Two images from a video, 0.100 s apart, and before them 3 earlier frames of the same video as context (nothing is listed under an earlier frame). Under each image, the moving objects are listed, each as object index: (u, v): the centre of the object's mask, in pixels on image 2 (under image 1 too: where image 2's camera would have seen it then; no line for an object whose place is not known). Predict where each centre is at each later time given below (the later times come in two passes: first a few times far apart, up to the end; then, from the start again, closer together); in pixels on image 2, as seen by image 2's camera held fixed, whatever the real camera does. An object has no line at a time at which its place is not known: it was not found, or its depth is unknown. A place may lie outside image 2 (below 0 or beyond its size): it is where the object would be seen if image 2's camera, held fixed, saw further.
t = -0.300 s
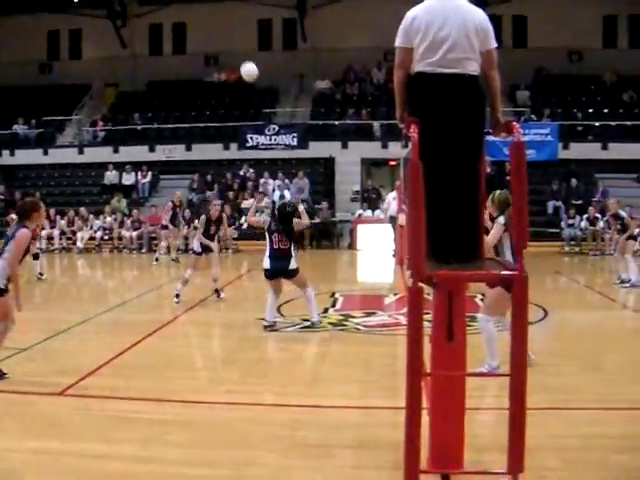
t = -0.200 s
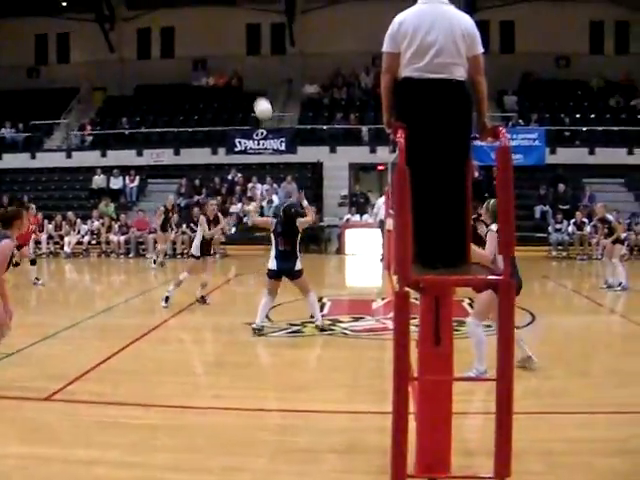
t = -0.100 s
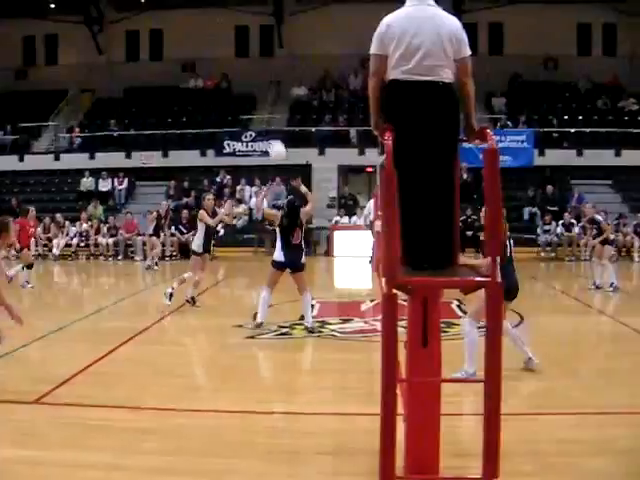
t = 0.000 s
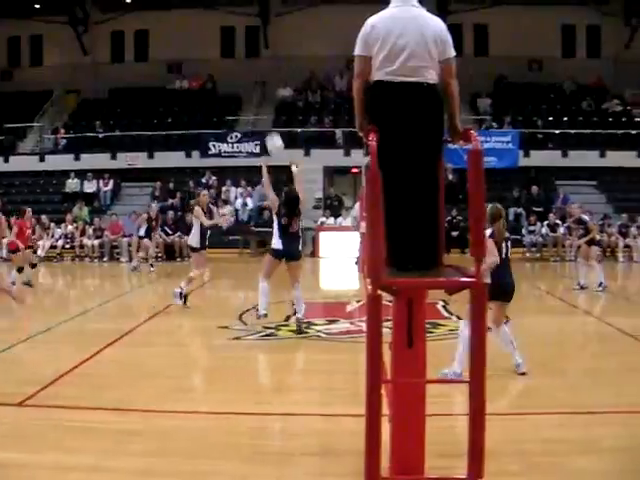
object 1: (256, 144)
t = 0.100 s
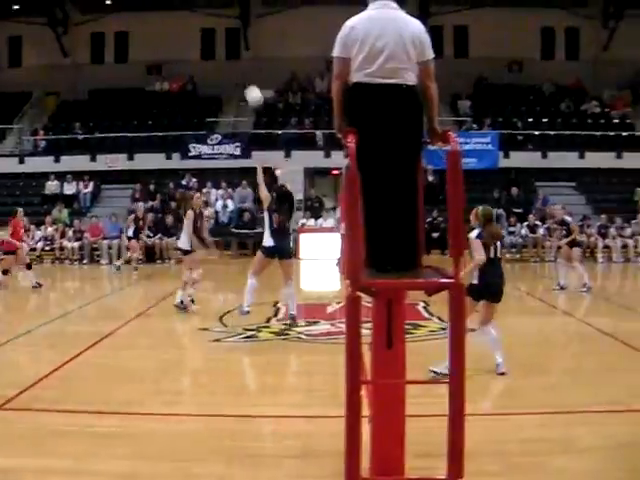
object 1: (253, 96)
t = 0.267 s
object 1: (249, 41)
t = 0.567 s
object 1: (244, 5)
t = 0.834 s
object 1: (239, 23)
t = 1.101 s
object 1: (236, 74)
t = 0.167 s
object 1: (252, 70)
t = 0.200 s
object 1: (251, 59)
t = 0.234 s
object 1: (250, 49)
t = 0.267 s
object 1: (249, 41)
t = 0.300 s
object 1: (249, 33)
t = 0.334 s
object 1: (248, 26)
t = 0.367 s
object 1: (247, 20)
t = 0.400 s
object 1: (246, 16)
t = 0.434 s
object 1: (246, 12)
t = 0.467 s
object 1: (245, 9)
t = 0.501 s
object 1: (245, 7)
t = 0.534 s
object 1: (244, 6)
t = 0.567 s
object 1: (244, 5)
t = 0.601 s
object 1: (243, 5)
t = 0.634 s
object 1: (243, 6)
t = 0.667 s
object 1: (242, 7)
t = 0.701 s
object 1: (241, 9)
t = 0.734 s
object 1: (241, 12)
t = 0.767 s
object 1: (240, 15)
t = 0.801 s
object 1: (240, 18)
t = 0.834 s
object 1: (239, 23)
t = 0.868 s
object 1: (239, 27)
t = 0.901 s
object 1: (238, 33)
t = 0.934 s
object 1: (238, 38)
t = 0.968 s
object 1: (238, 45)
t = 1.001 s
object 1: (237, 51)
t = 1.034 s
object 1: (237, 59)
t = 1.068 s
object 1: (236, 66)
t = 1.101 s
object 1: (236, 74)
